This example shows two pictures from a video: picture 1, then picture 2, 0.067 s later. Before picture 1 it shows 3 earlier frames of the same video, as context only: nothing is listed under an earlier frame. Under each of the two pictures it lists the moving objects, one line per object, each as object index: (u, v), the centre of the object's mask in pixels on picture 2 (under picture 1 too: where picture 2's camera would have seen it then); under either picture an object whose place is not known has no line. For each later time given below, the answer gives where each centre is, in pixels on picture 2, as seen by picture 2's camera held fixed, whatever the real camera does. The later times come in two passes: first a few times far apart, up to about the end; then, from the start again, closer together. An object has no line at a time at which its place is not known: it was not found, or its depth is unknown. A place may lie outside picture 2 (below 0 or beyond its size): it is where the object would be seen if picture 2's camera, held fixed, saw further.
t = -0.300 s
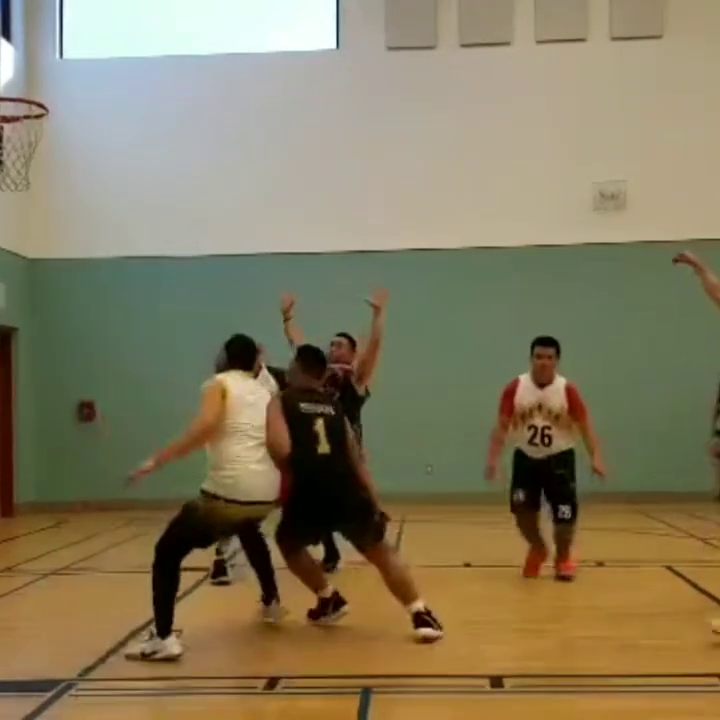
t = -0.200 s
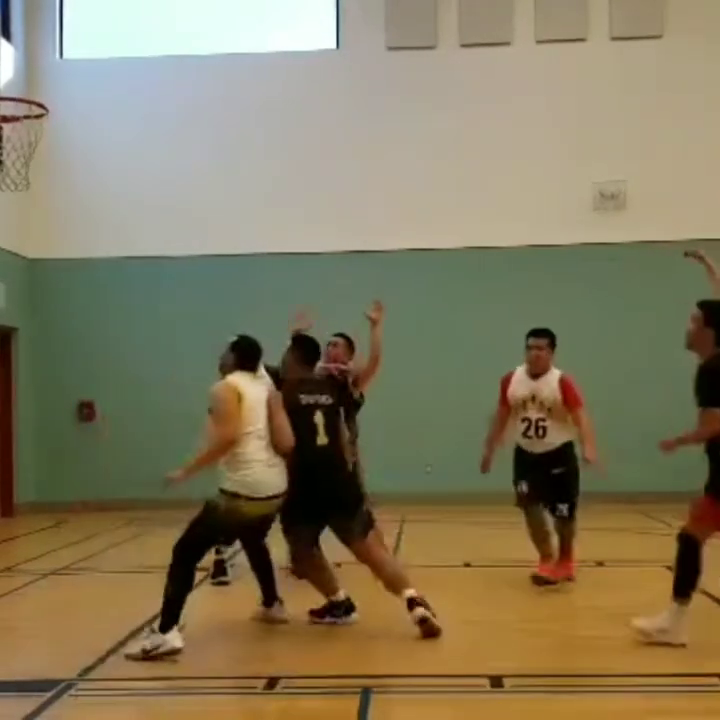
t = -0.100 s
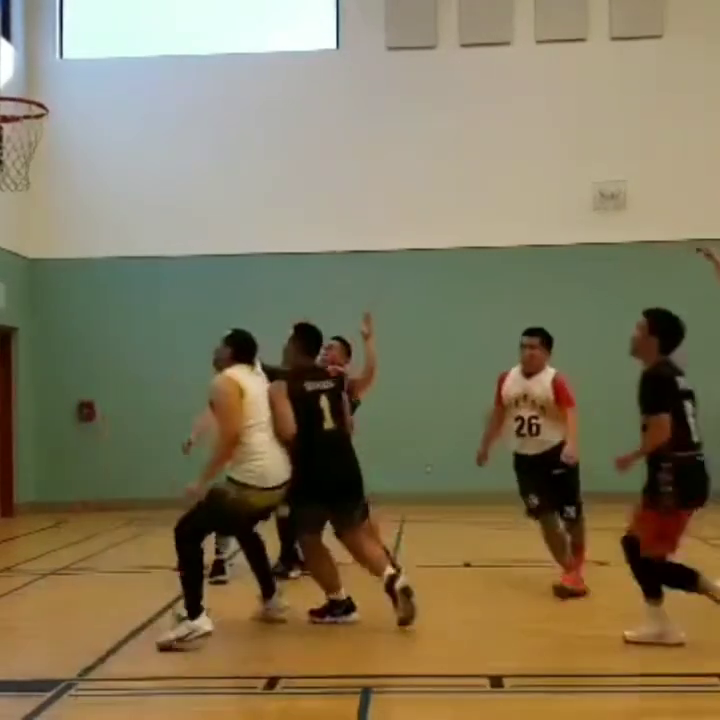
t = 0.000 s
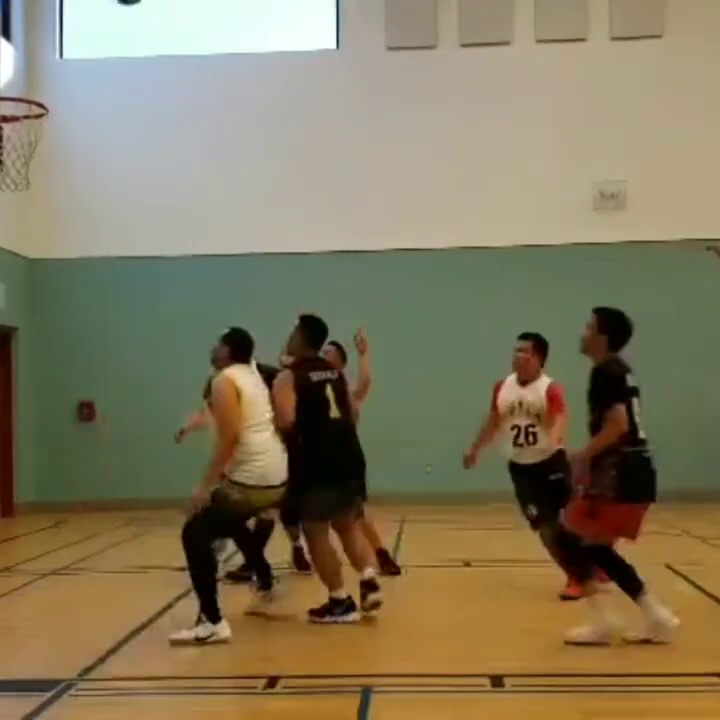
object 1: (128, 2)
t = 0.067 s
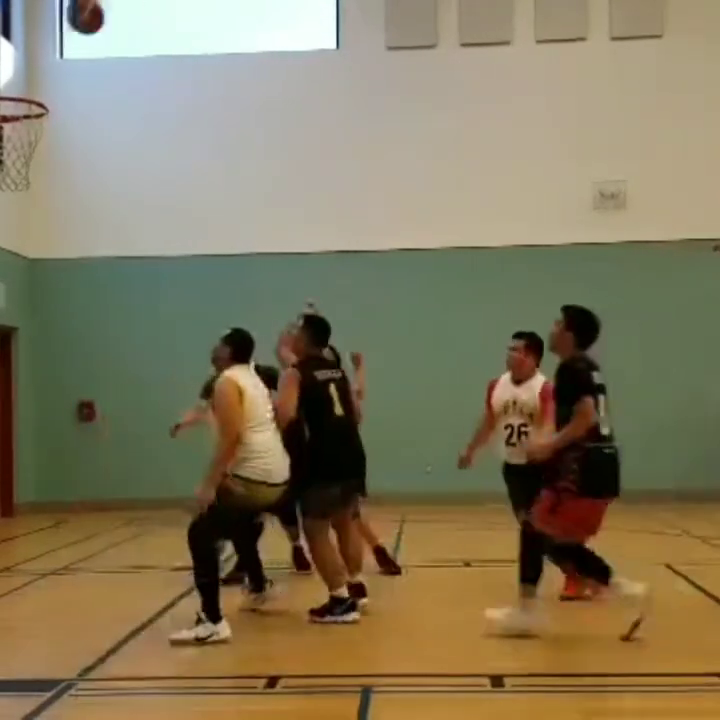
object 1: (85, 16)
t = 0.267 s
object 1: (15, 122)
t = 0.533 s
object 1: (44, 128)
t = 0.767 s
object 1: (27, 193)
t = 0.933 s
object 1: (14, 292)
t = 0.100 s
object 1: (63, 32)
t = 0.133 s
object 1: (43, 51)
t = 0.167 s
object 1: (24, 72)
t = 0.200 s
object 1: (9, 93)
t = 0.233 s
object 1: (7, 112)
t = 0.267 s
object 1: (15, 122)
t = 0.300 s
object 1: (30, 136)
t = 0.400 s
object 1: (44, 127)
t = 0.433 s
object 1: (46, 124)
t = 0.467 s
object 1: (46, 124)
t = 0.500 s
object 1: (45, 125)
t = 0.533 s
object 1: (44, 128)
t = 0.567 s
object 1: (43, 134)
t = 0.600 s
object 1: (42, 137)
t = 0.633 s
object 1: (40, 146)
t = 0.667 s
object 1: (38, 154)
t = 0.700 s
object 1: (35, 166)
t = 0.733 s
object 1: (31, 178)
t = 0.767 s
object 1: (27, 193)
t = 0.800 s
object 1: (23, 209)
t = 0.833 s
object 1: (20, 228)
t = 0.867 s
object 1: (17, 247)
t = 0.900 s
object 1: (15, 268)
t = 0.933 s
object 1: (14, 292)
